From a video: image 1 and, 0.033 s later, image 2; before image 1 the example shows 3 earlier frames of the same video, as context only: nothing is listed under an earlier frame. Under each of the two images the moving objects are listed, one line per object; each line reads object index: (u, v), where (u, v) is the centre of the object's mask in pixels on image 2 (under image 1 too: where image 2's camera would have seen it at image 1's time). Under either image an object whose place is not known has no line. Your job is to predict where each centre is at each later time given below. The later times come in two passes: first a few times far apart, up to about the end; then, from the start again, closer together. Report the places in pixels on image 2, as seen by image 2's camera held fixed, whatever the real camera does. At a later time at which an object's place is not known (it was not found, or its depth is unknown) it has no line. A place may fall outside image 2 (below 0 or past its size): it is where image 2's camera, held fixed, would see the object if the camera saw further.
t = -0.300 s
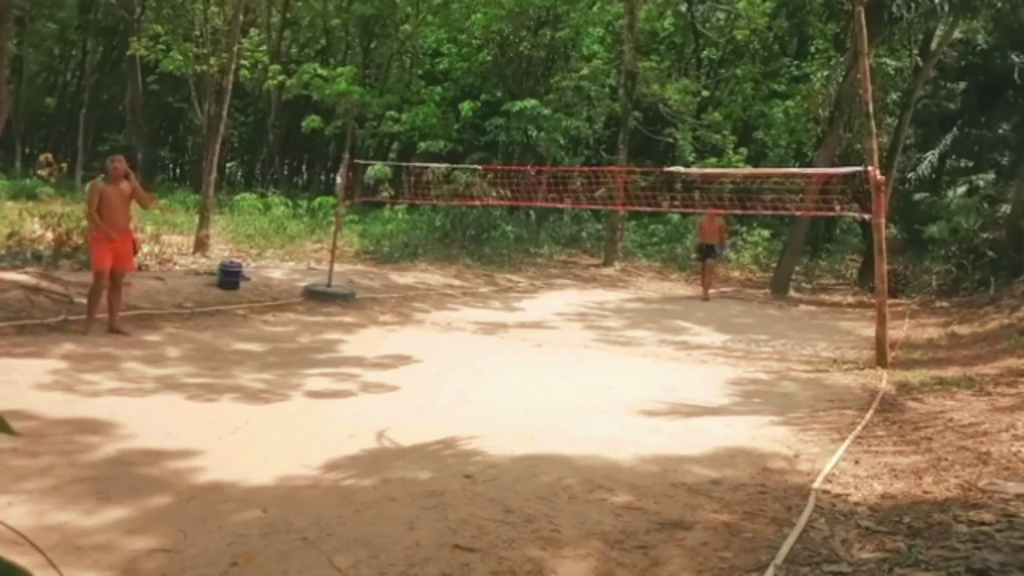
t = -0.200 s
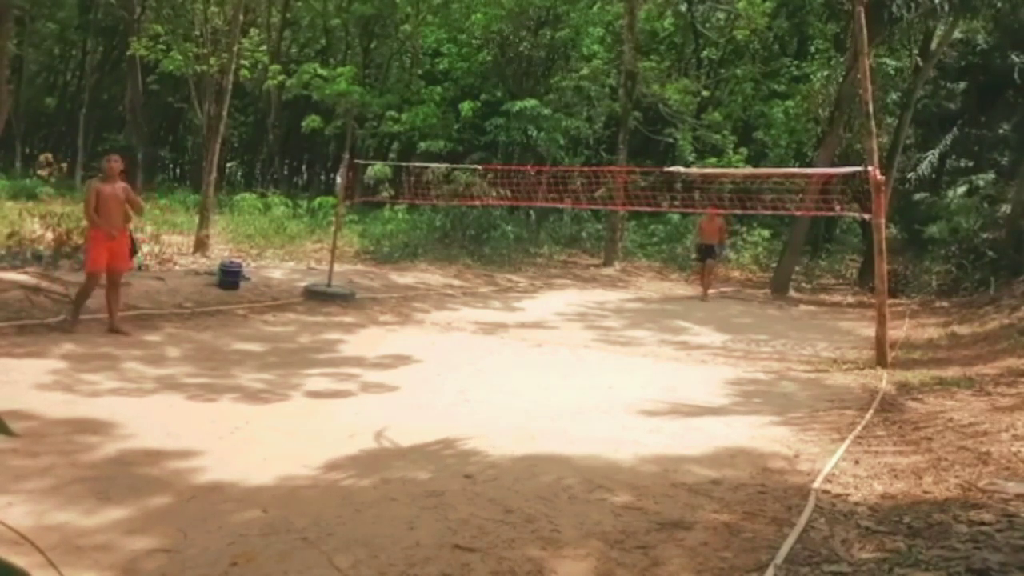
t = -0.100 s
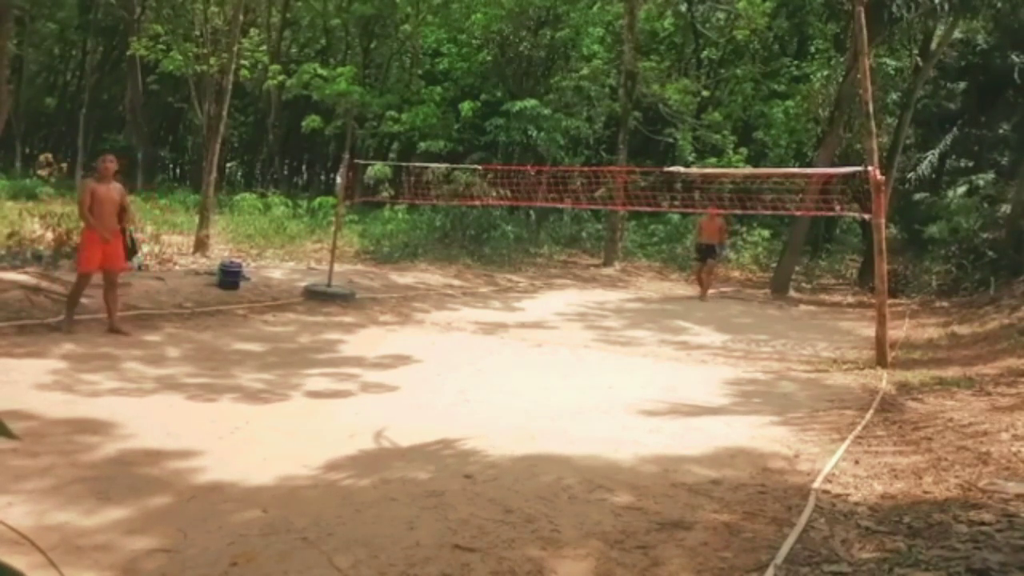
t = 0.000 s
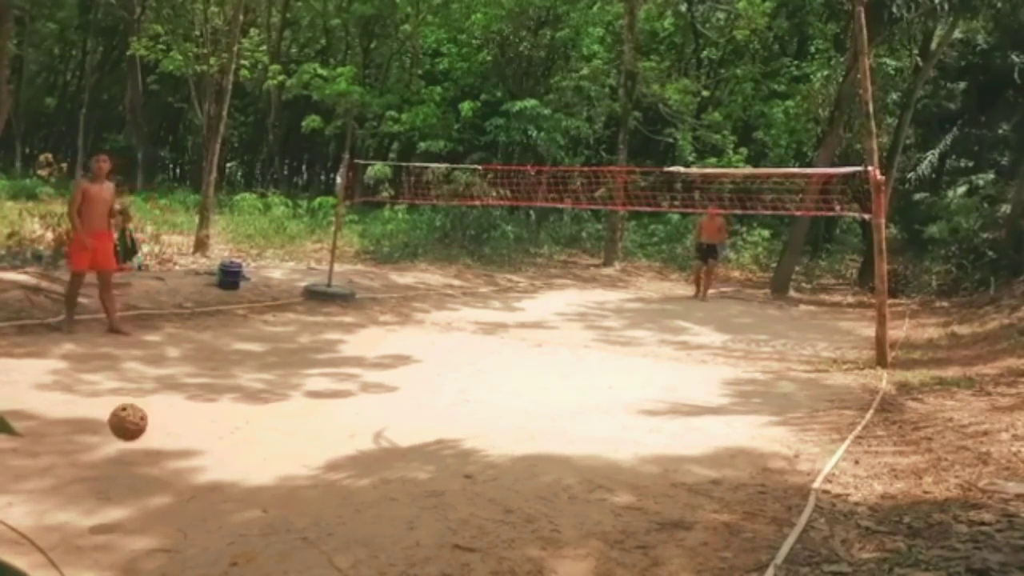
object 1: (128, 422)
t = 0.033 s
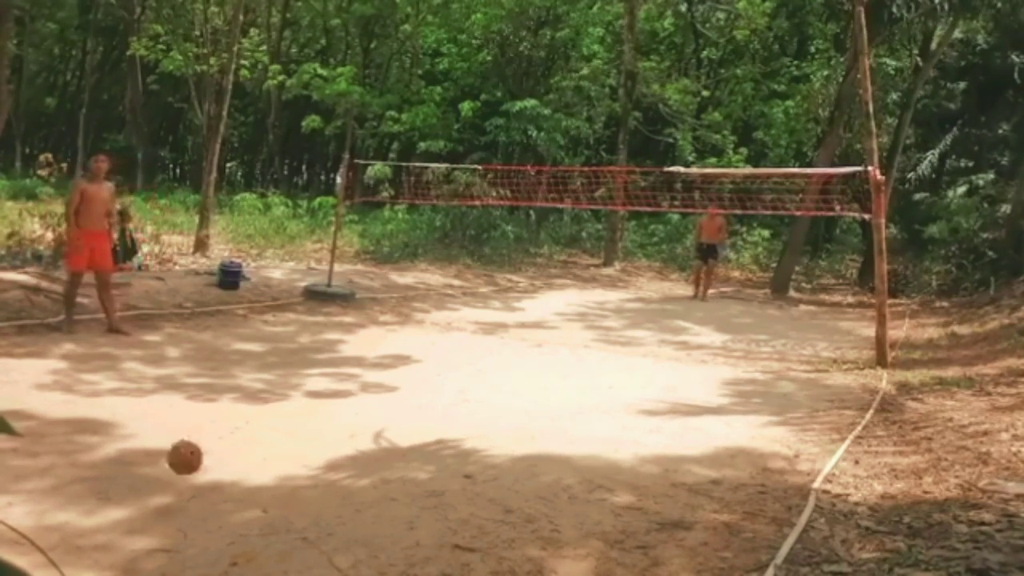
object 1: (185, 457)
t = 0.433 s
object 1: (452, 272)
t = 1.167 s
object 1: (615, 302)
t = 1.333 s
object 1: (635, 304)
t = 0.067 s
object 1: (228, 479)
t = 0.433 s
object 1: (452, 272)
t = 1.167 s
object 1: (615, 302)
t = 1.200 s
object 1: (620, 301)
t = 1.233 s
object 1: (623, 301)
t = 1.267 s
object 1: (627, 300)
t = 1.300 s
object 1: (632, 303)
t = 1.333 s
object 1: (635, 304)
